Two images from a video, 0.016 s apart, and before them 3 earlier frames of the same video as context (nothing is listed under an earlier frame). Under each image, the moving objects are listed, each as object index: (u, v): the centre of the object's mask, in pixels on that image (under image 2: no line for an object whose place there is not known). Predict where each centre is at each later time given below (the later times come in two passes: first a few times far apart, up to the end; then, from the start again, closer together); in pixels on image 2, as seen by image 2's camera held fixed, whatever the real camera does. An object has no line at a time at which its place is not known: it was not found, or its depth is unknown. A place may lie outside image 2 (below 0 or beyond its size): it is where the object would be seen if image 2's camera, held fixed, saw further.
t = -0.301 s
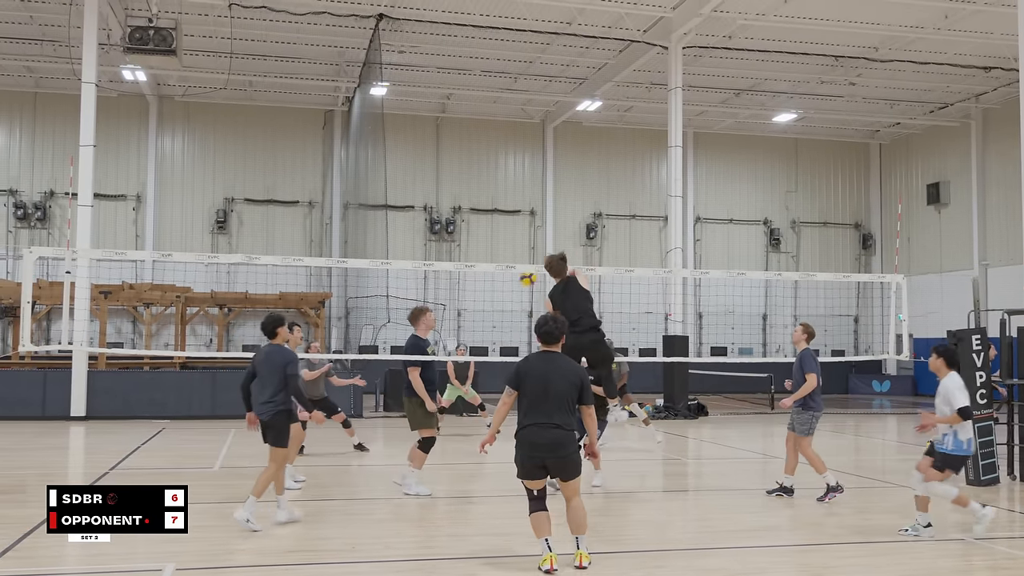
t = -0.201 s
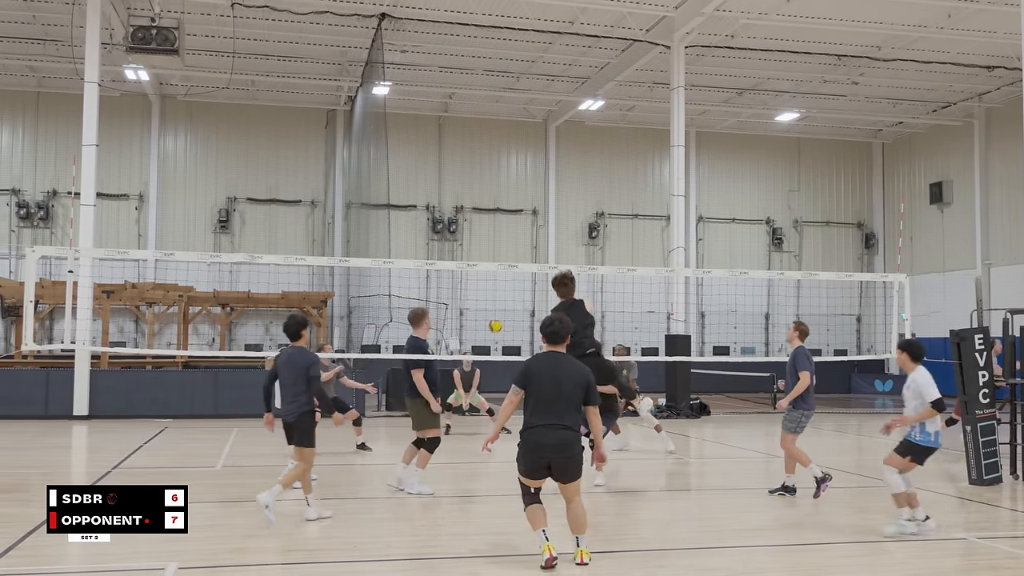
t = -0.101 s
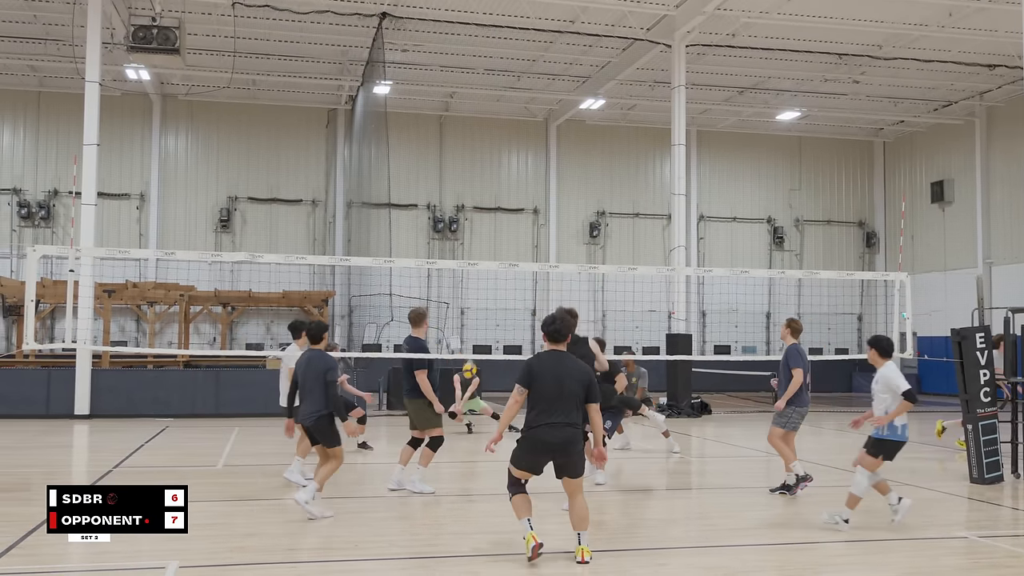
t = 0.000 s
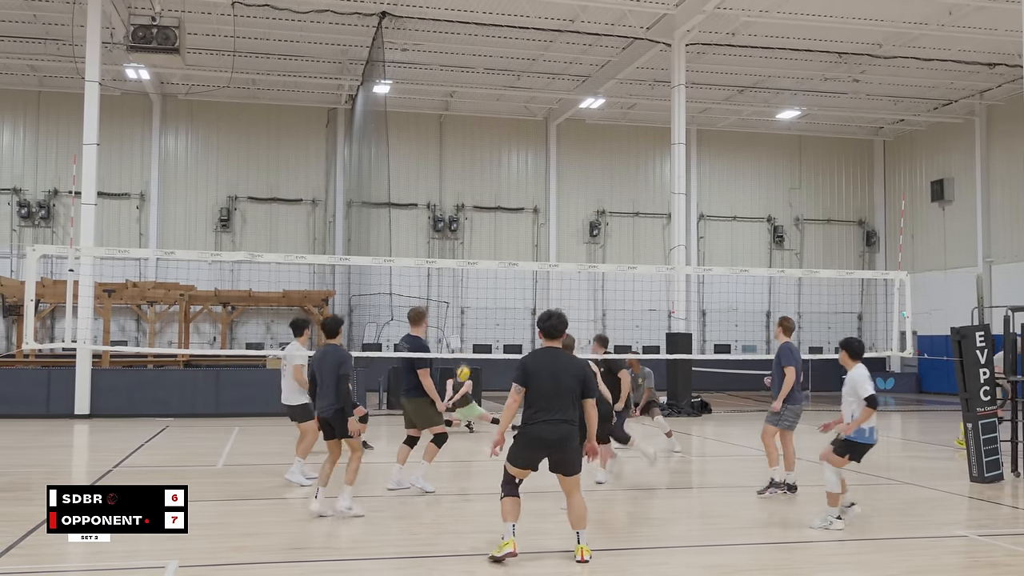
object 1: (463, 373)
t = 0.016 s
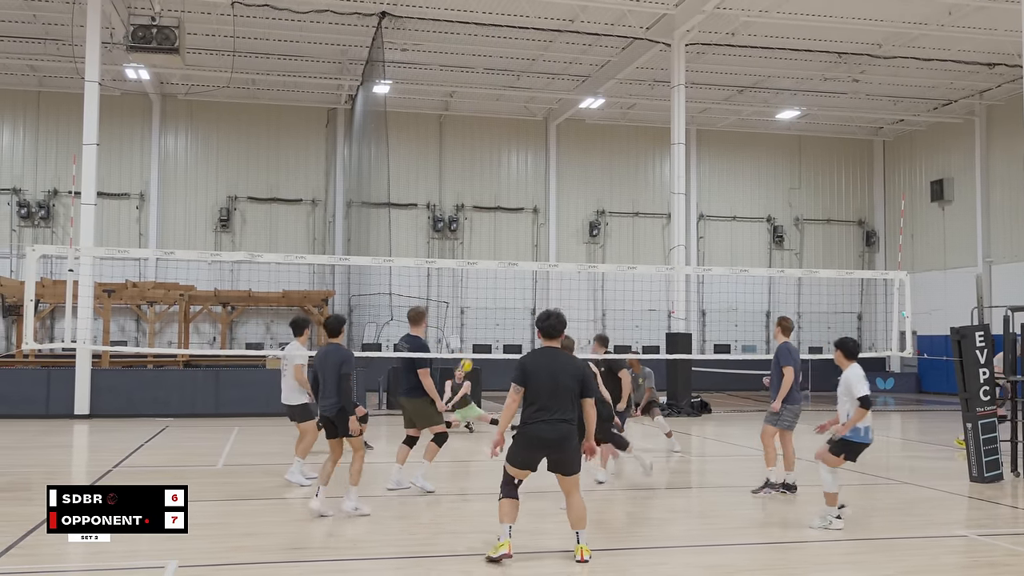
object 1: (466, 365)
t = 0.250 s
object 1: (510, 255)
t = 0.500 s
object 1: (557, 167)
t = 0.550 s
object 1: (567, 154)
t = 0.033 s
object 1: (470, 359)
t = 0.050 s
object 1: (473, 348)
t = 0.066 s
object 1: (475, 340)
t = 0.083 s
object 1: (479, 331)
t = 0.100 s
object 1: (482, 322)
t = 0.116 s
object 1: (485, 314)
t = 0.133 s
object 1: (488, 306)
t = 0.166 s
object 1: (494, 291)
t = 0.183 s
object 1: (498, 284)
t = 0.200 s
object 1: (501, 276)
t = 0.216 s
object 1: (504, 271)
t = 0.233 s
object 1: (505, 259)
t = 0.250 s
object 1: (510, 255)
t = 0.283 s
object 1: (517, 241)
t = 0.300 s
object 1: (519, 234)
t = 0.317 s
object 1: (523, 228)
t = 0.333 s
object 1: (525, 222)
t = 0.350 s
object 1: (529, 215)
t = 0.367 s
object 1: (532, 210)
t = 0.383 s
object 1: (534, 204)
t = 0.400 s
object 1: (538, 198)
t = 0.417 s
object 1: (541, 192)
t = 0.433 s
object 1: (545, 187)
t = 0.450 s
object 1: (547, 182)
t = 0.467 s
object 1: (551, 177)
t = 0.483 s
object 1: (554, 172)
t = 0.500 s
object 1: (557, 167)
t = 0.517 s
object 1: (560, 163)
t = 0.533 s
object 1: (563, 157)
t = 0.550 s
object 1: (567, 154)
